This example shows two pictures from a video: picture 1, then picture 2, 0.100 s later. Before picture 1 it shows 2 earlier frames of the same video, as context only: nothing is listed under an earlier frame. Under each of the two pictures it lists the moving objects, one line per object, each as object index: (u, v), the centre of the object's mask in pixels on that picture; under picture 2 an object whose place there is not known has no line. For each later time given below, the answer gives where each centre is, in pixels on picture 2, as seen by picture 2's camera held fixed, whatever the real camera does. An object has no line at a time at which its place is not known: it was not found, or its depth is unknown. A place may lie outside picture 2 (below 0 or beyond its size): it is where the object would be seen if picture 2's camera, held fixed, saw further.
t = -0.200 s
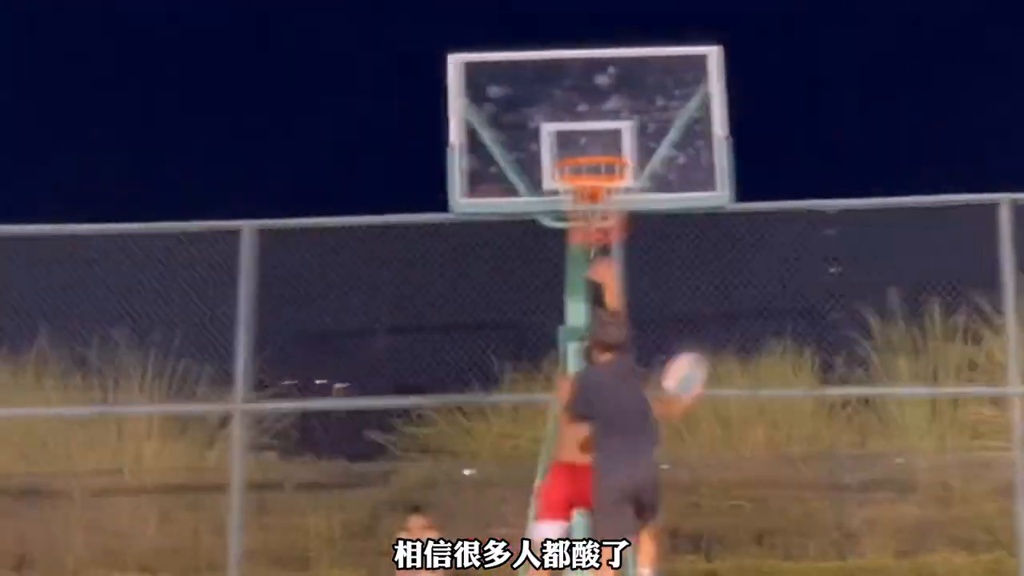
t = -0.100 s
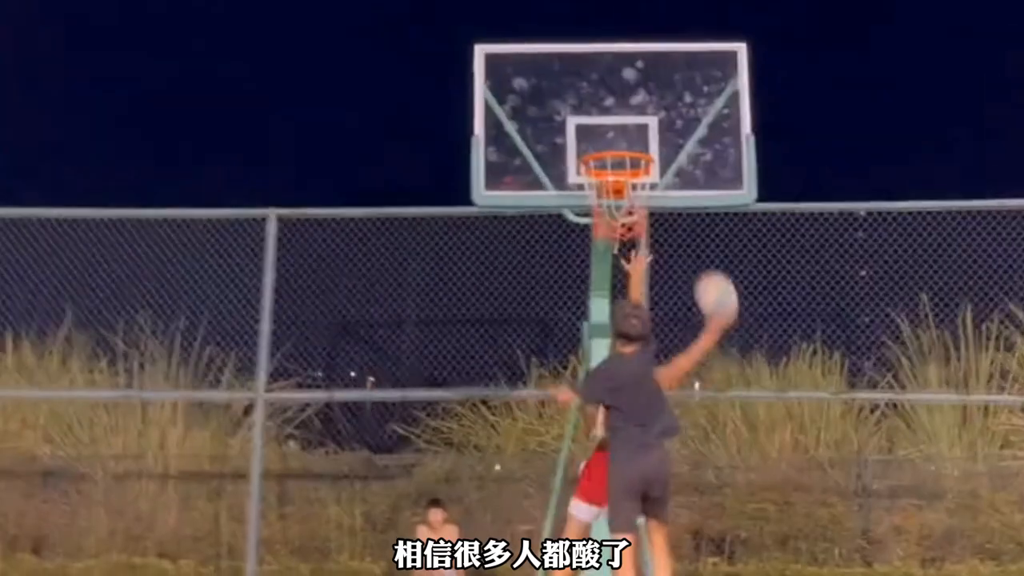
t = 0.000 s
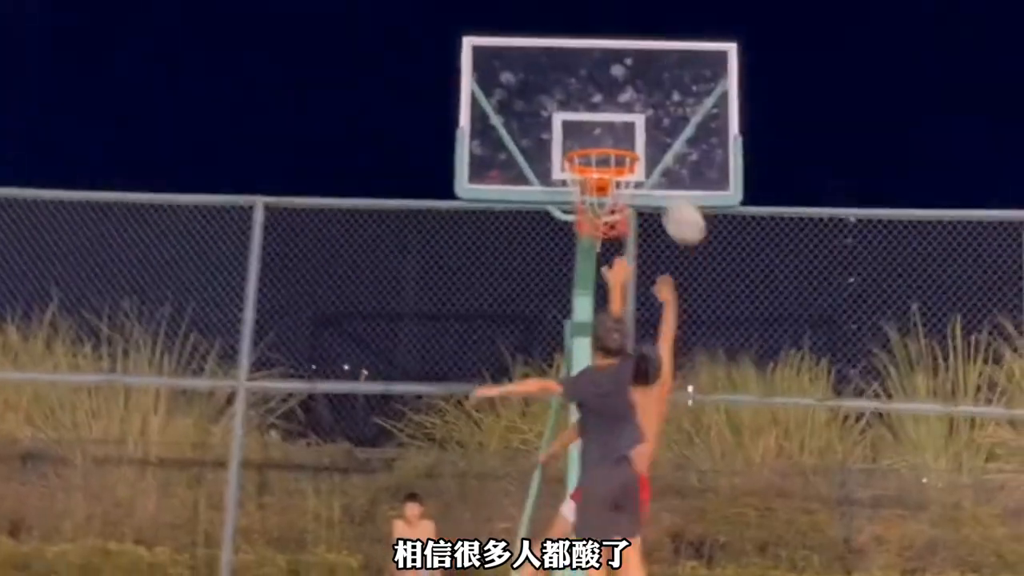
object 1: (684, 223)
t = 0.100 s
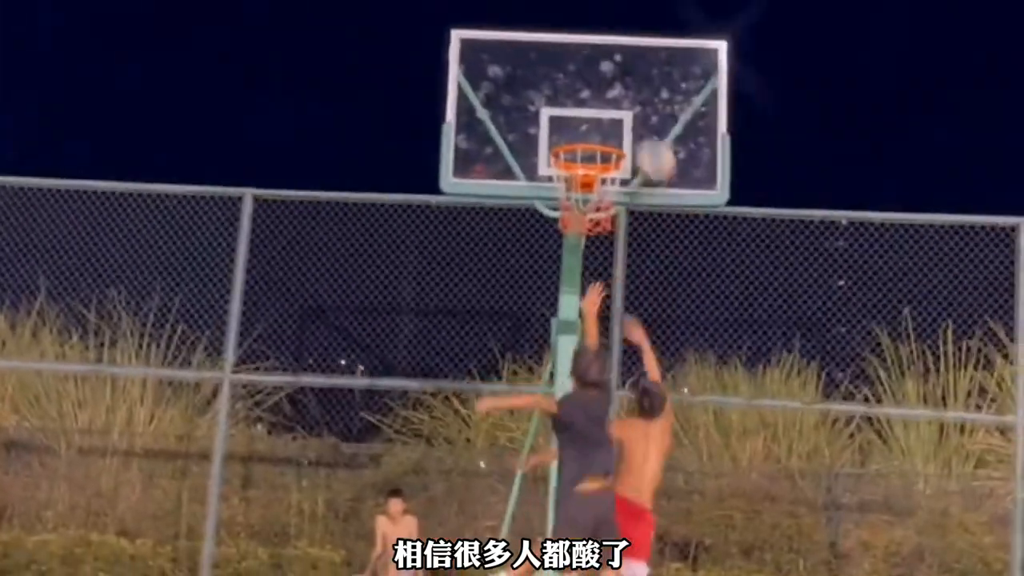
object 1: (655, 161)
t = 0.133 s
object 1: (650, 144)
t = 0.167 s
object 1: (644, 132)
